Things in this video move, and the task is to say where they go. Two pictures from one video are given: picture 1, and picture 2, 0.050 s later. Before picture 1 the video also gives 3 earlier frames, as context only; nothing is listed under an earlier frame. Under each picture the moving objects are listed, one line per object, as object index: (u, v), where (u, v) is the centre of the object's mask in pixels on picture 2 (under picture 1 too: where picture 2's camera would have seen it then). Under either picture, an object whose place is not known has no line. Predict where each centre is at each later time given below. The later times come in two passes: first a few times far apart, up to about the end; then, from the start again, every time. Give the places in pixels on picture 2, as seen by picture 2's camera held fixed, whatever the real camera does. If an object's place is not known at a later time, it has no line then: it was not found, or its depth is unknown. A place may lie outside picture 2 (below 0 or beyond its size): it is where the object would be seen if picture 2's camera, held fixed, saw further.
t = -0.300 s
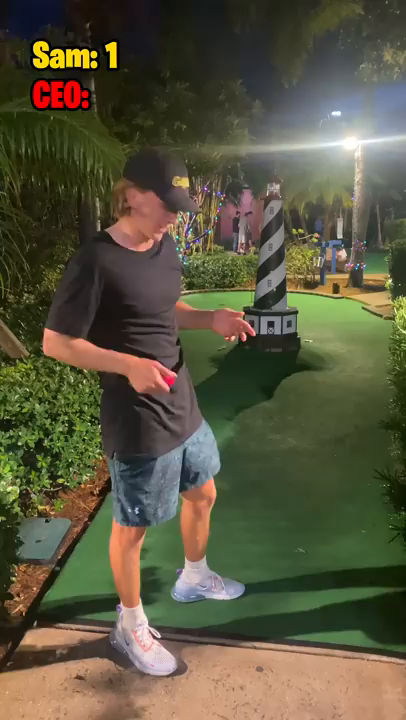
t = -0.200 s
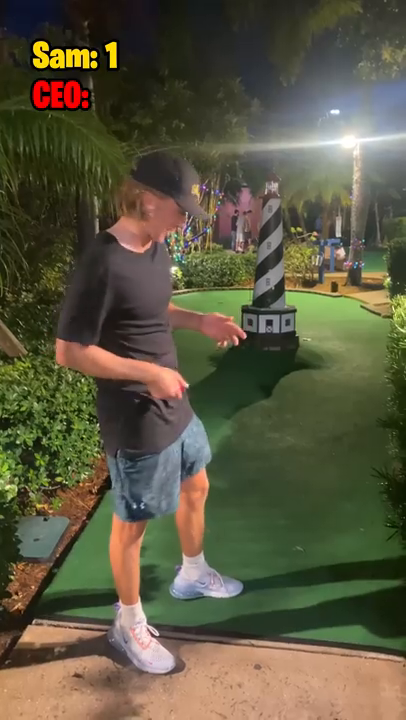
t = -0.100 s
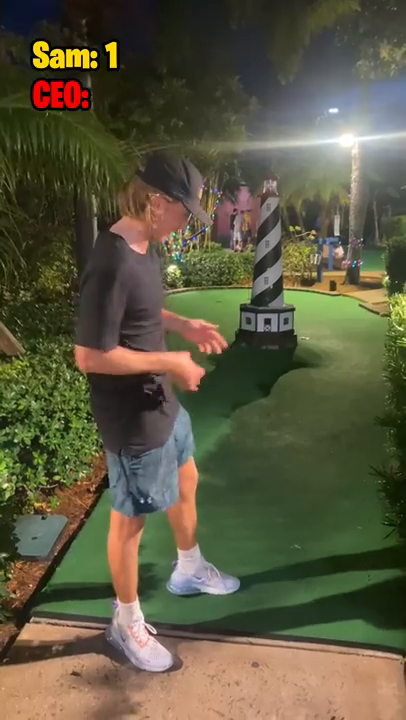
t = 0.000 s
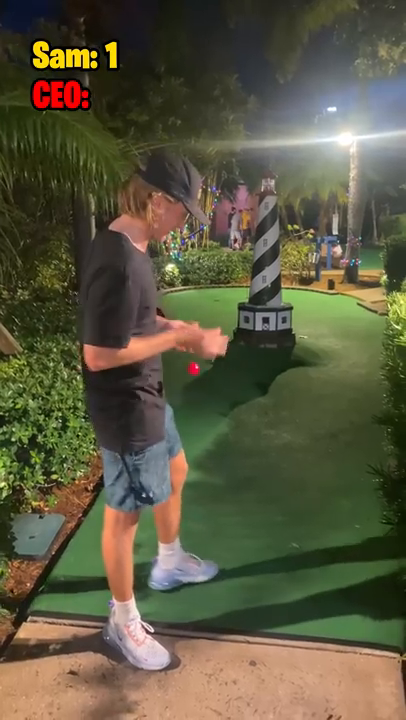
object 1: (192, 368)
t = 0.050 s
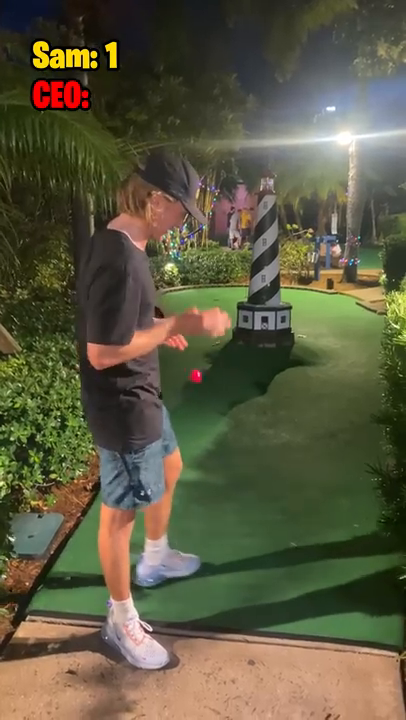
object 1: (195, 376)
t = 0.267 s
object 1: (208, 473)
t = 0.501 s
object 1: (206, 561)
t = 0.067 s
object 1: (196, 380)
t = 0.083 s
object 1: (198, 384)
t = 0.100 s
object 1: (198, 390)
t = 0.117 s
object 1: (199, 396)
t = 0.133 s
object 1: (200, 402)
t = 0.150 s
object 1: (201, 409)
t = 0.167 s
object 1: (202, 417)
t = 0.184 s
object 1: (204, 425)
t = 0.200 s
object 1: (204, 433)
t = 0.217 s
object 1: (205, 443)
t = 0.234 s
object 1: (206, 453)
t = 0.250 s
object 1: (207, 463)
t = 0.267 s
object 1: (208, 473)
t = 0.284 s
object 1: (209, 485)
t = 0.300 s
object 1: (210, 496)
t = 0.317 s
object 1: (211, 508)
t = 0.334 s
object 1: (212, 521)
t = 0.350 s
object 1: (211, 534)
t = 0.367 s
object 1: (212, 547)
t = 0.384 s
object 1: (213, 560)
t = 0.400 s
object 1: (214, 573)
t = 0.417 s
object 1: (214, 584)
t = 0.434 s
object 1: (213, 580)
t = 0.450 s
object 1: (211, 574)
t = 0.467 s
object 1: (210, 569)
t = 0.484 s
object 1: (208, 565)
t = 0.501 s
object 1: (206, 561)
